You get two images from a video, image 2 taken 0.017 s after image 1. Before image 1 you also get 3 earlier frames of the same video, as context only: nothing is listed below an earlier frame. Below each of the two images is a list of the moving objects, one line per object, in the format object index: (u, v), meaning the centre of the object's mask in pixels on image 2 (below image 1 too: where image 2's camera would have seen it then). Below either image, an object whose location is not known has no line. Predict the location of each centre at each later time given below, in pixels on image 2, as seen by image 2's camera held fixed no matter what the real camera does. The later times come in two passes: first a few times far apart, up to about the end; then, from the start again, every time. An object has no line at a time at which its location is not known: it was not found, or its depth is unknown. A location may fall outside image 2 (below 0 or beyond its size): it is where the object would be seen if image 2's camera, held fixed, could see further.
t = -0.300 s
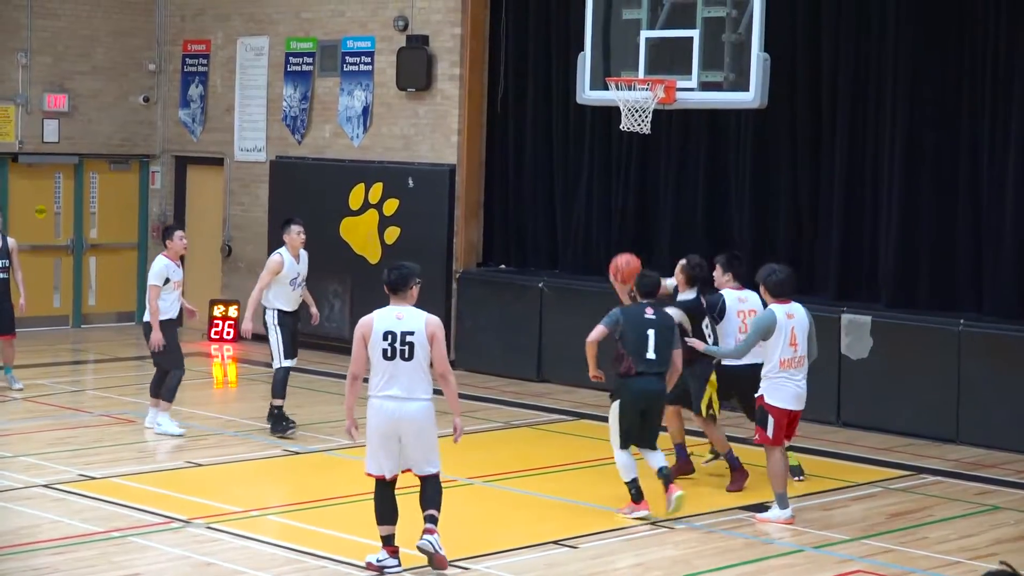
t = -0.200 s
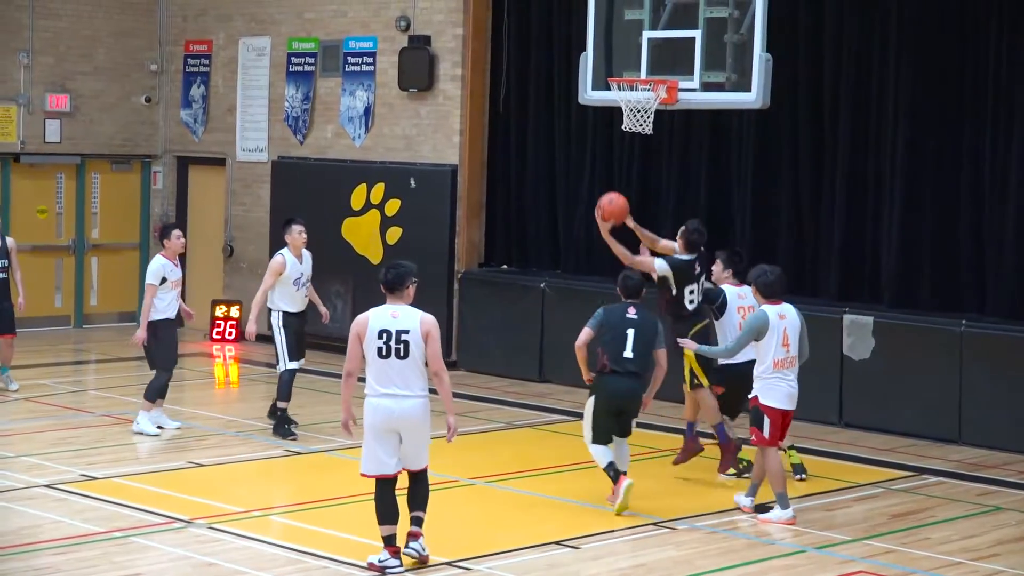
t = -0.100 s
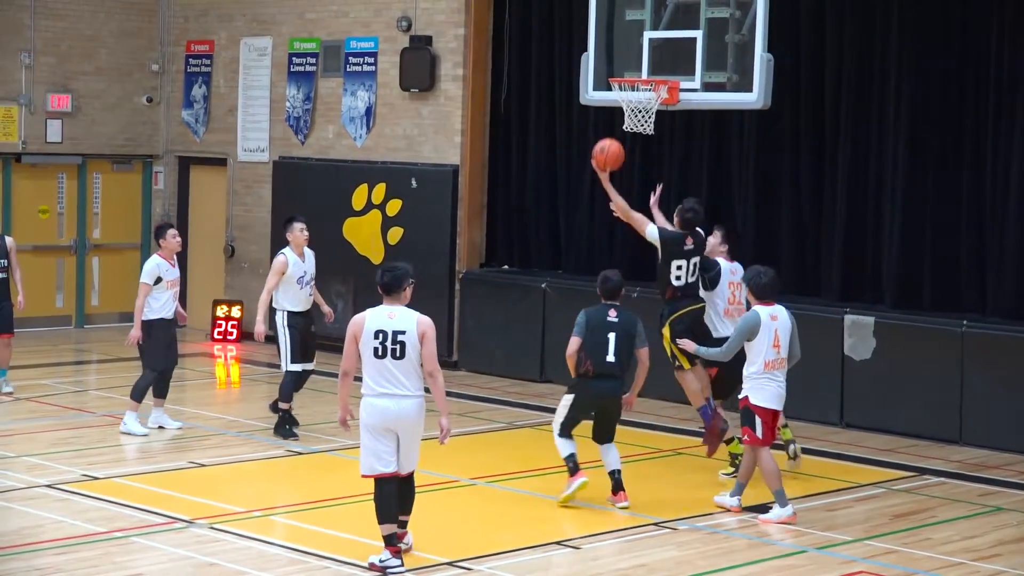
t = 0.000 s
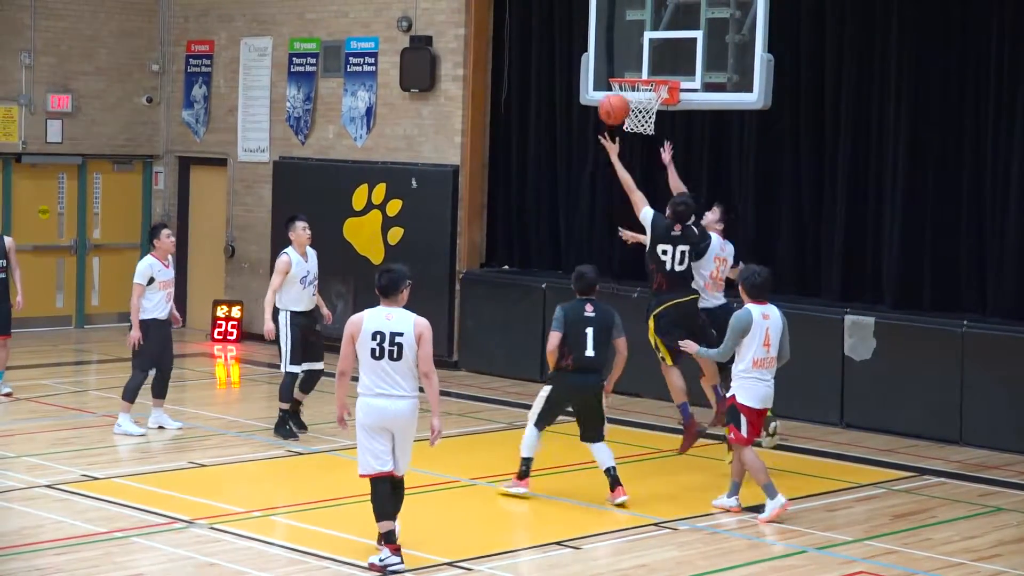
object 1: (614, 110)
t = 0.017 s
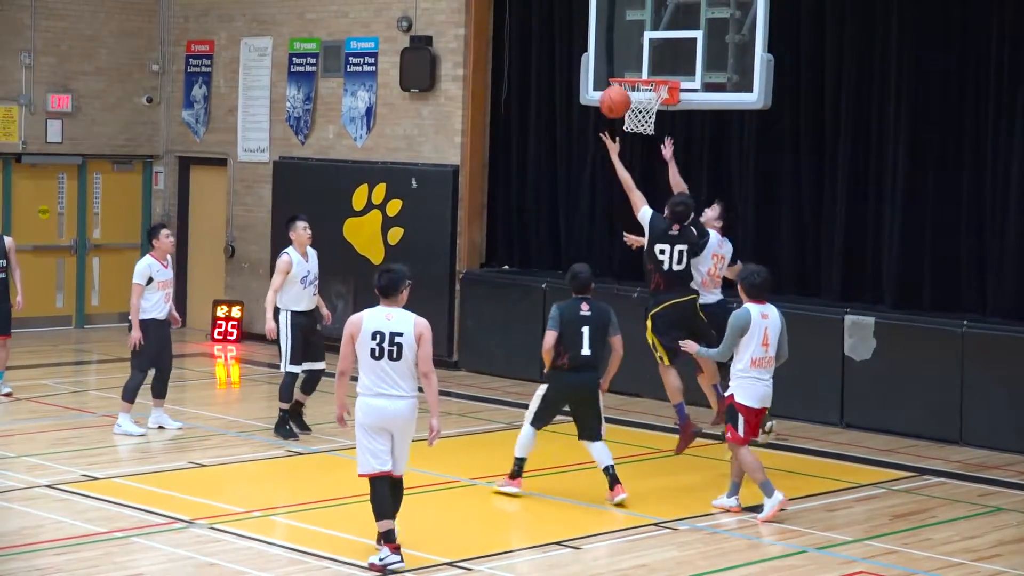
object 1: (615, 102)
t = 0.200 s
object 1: (625, 56)
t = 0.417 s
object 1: (636, 56)
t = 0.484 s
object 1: (638, 66)
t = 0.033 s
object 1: (616, 96)
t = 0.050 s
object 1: (617, 90)
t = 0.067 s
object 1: (618, 84)
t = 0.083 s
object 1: (618, 79)
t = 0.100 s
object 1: (620, 75)
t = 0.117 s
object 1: (621, 71)
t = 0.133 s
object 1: (622, 67)
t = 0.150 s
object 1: (623, 63)
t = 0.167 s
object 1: (624, 61)
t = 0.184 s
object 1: (624, 58)
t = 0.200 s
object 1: (625, 56)
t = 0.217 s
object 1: (626, 53)
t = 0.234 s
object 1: (627, 52)
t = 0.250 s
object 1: (628, 51)
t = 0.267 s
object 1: (629, 49)
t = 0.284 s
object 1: (630, 49)
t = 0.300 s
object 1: (630, 49)
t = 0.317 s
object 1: (631, 48)
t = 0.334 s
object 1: (632, 49)
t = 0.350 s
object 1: (633, 50)
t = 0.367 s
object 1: (634, 51)
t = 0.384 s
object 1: (634, 52)
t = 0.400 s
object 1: (635, 54)
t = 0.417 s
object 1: (636, 56)
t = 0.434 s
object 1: (636, 58)
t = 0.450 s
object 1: (637, 61)
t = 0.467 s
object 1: (637, 64)
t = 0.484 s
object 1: (638, 66)
